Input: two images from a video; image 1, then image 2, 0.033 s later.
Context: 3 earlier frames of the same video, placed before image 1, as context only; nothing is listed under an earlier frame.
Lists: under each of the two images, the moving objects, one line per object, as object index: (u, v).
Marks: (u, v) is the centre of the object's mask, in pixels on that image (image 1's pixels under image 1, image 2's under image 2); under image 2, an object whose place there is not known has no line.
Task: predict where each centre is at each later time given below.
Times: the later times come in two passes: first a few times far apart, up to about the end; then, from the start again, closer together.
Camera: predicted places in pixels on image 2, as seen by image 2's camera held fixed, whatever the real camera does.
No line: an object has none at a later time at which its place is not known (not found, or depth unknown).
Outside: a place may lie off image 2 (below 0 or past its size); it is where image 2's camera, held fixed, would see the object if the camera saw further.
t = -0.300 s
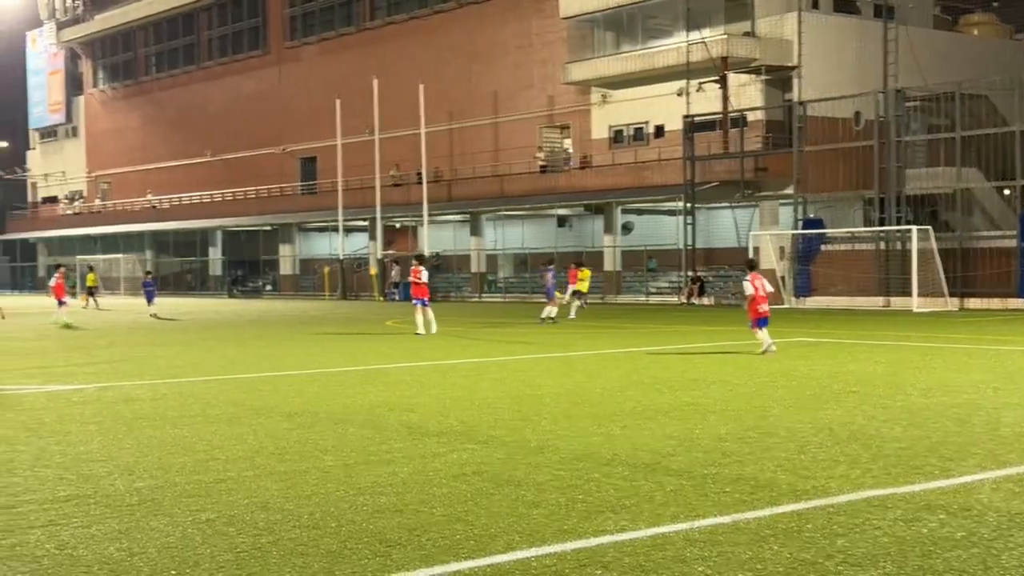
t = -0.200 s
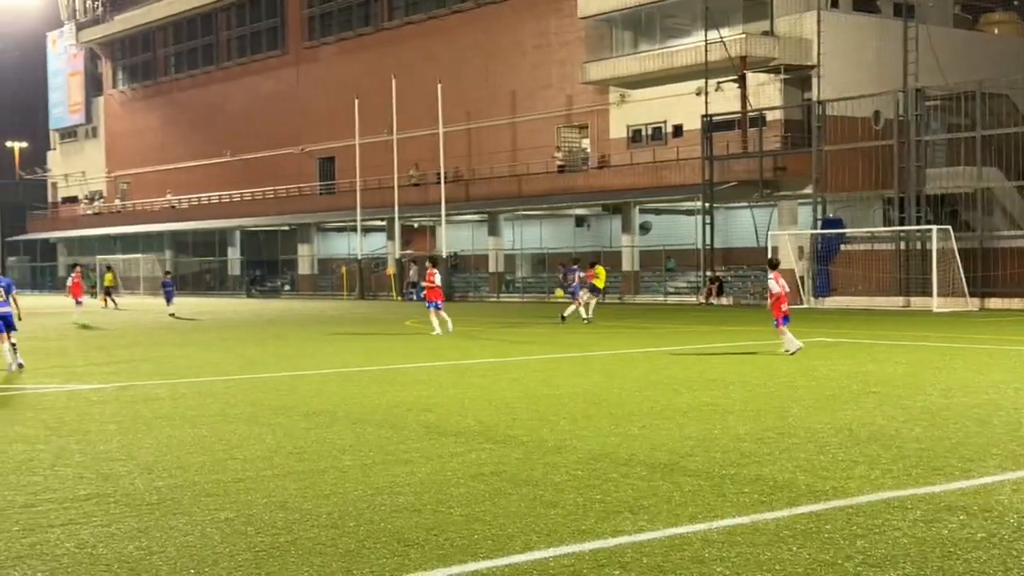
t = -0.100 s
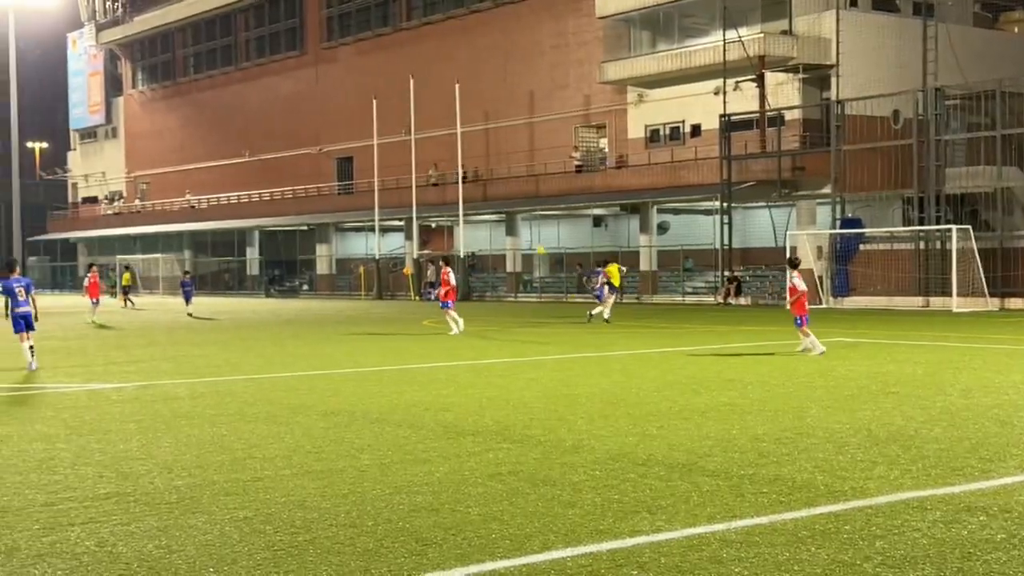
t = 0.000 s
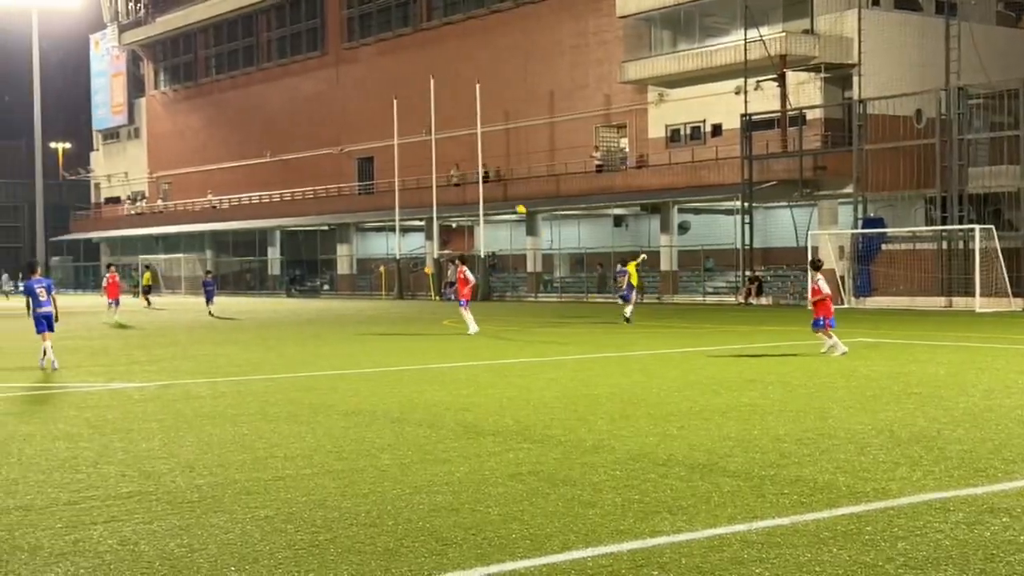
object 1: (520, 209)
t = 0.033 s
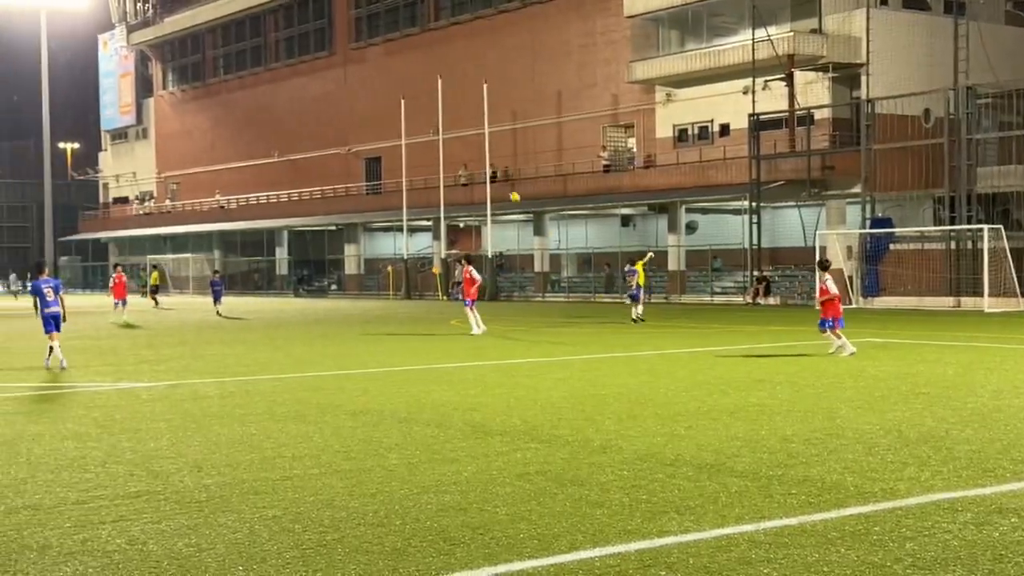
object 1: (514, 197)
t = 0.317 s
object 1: (387, 101)
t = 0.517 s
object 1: (284, 48)
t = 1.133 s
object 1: (-132, -18)
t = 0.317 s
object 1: (387, 101)
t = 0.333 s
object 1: (379, 96)
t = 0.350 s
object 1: (371, 91)
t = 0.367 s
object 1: (363, 86)
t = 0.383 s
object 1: (354, 82)
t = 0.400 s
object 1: (346, 77)
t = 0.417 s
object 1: (337, 73)
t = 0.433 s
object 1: (328, 68)
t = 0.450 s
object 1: (320, 64)
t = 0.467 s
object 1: (312, 60)
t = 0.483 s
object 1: (302, 56)
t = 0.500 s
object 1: (294, 52)
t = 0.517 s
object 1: (284, 48)
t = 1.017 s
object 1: (-37, -19)
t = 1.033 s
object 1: (-50, -20)
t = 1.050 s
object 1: (-64, -19)
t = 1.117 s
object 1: (-119, -19)
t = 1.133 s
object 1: (-132, -18)
